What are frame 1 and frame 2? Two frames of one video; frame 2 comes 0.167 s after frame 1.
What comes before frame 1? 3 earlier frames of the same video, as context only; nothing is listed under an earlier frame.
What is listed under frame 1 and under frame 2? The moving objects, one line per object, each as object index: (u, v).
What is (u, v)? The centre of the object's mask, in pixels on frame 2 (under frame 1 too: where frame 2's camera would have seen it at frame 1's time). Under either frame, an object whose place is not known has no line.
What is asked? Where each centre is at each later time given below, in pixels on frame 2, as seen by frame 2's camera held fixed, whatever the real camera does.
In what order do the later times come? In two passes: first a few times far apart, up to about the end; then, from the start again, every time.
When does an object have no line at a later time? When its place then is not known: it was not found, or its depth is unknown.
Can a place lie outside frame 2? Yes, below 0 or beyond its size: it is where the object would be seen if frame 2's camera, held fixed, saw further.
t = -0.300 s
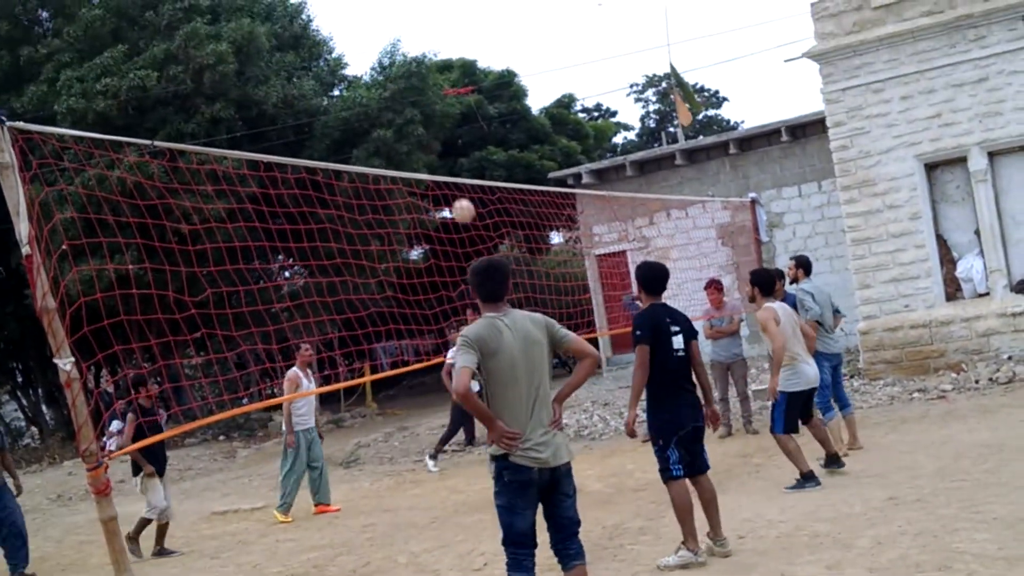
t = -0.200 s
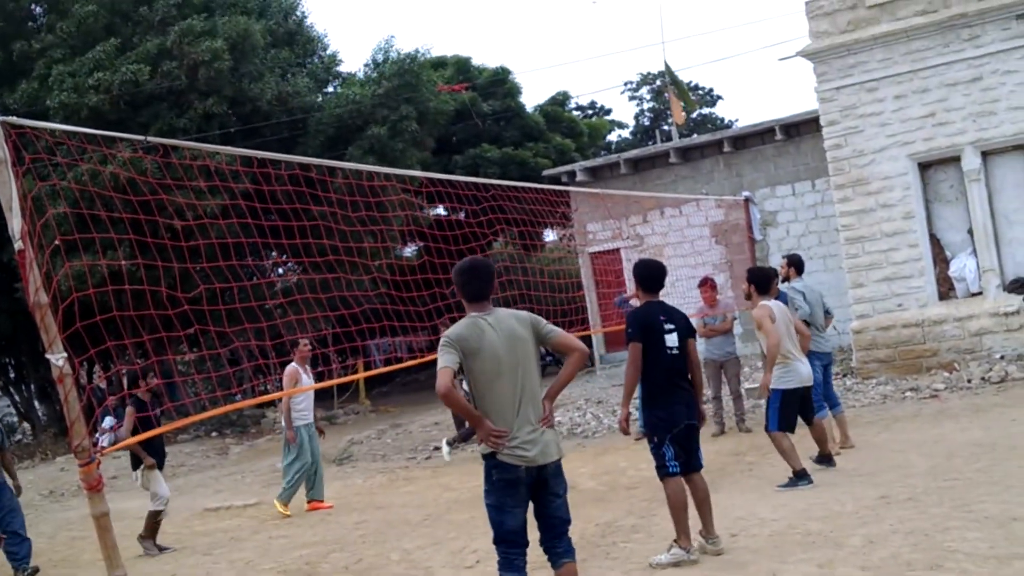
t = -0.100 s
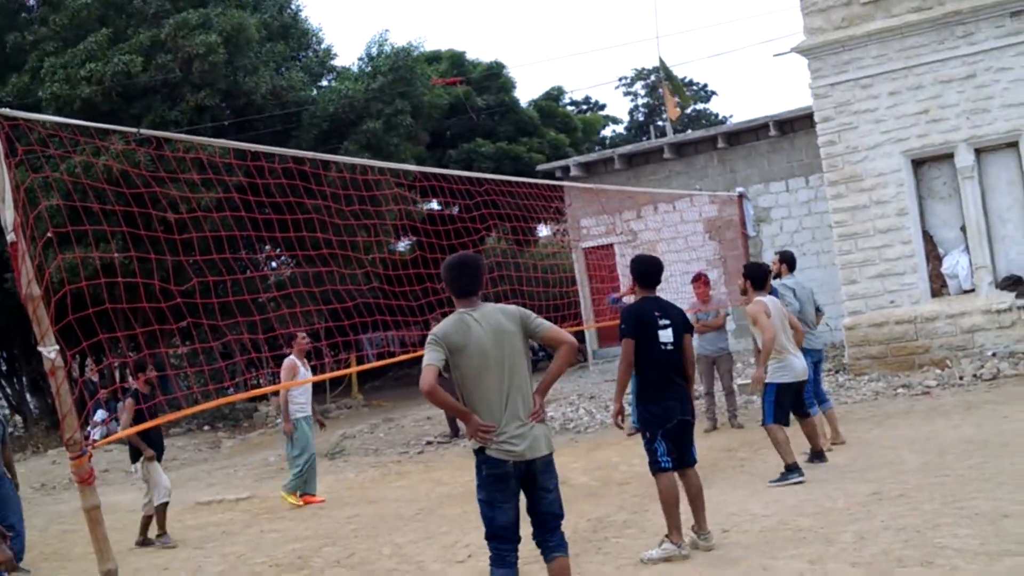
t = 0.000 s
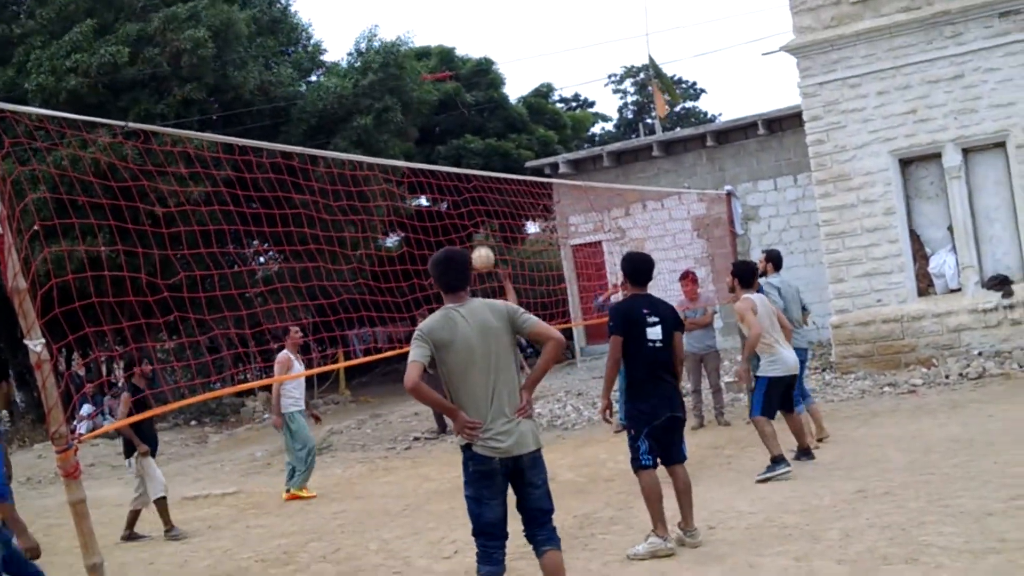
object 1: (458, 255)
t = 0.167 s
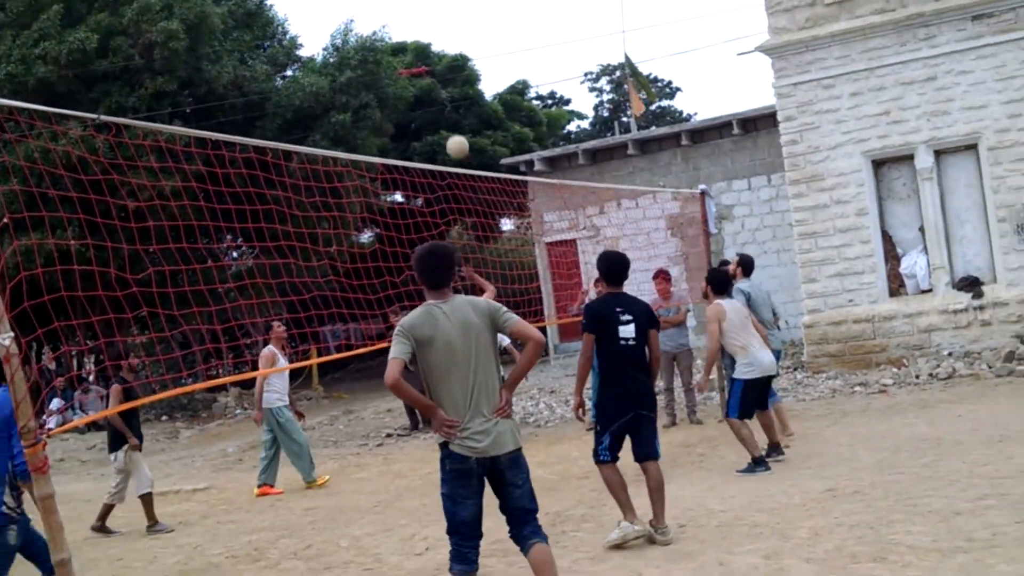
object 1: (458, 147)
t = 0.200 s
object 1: (458, 129)
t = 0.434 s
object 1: (466, 35)
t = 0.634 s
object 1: (480, -2)
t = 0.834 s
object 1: (501, 2)
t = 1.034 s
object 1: (527, 45)
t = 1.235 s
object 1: (559, 127)
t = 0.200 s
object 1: (458, 129)
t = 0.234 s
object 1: (458, 112)
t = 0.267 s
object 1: (460, 96)
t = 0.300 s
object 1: (460, 82)
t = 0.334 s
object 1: (461, 68)
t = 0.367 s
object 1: (463, 56)
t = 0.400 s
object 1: (464, 45)
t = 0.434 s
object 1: (466, 35)
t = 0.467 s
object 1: (468, 26)
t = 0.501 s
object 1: (470, 18)
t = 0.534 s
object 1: (472, 11)
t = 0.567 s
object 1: (475, 6)
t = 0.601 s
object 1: (478, 1)
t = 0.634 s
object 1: (480, -2)
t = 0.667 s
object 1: (483, -4)
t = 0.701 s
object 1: (486, -5)
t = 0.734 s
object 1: (490, -5)
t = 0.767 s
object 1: (493, -4)
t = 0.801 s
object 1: (497, -1)
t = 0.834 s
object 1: (501, 2)
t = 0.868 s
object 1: (504, 6)
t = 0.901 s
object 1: (509, 12)
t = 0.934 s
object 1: (513, 19)
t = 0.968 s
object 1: (518, 26)
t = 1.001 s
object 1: (522, 35)
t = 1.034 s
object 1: (527, 45)
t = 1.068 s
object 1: (532, 56)
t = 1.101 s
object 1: (537, 68)
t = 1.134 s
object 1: (543, 81)
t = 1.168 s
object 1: (549, 96)
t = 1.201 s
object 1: (553, 110)
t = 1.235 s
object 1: (559, 127)
